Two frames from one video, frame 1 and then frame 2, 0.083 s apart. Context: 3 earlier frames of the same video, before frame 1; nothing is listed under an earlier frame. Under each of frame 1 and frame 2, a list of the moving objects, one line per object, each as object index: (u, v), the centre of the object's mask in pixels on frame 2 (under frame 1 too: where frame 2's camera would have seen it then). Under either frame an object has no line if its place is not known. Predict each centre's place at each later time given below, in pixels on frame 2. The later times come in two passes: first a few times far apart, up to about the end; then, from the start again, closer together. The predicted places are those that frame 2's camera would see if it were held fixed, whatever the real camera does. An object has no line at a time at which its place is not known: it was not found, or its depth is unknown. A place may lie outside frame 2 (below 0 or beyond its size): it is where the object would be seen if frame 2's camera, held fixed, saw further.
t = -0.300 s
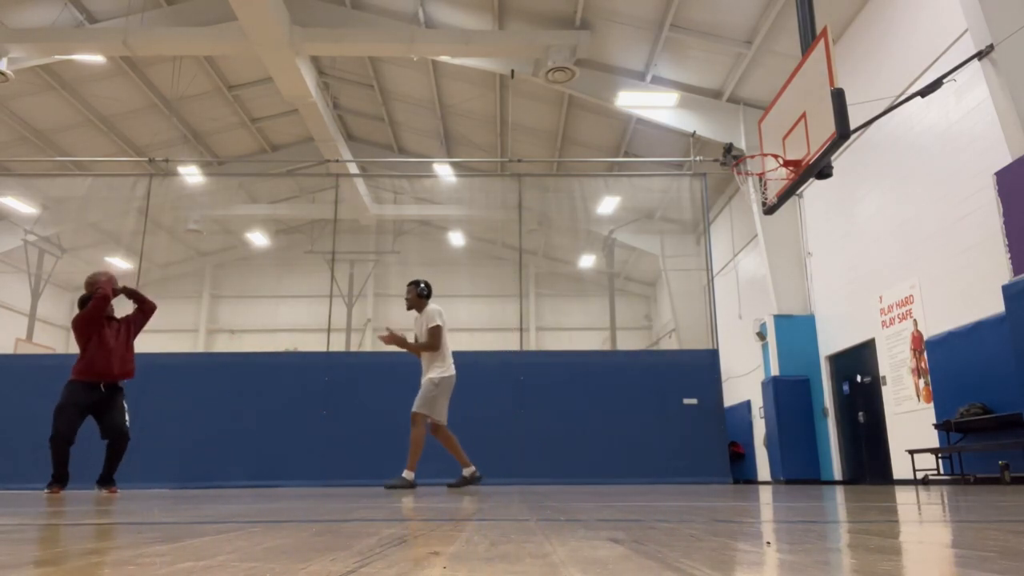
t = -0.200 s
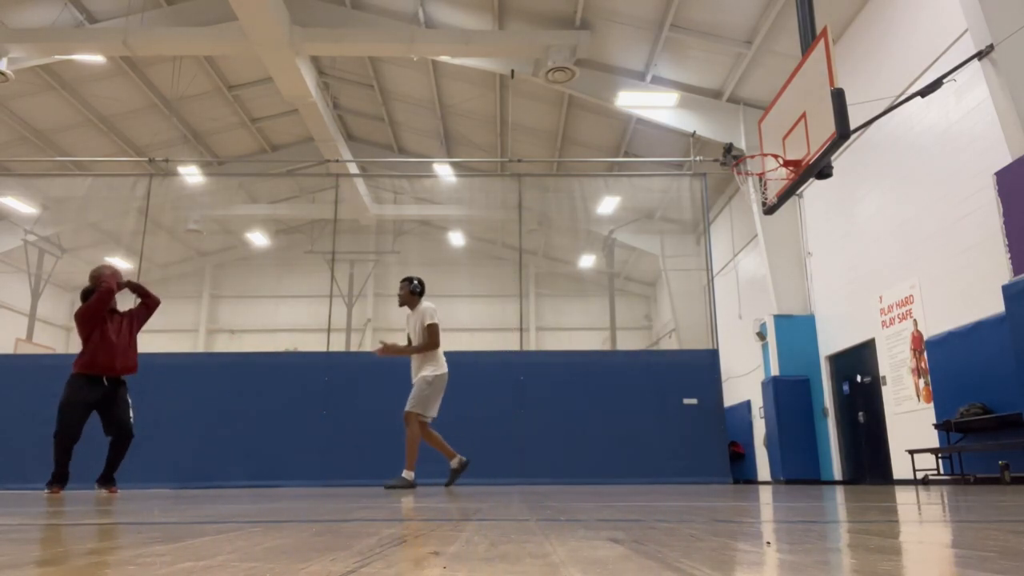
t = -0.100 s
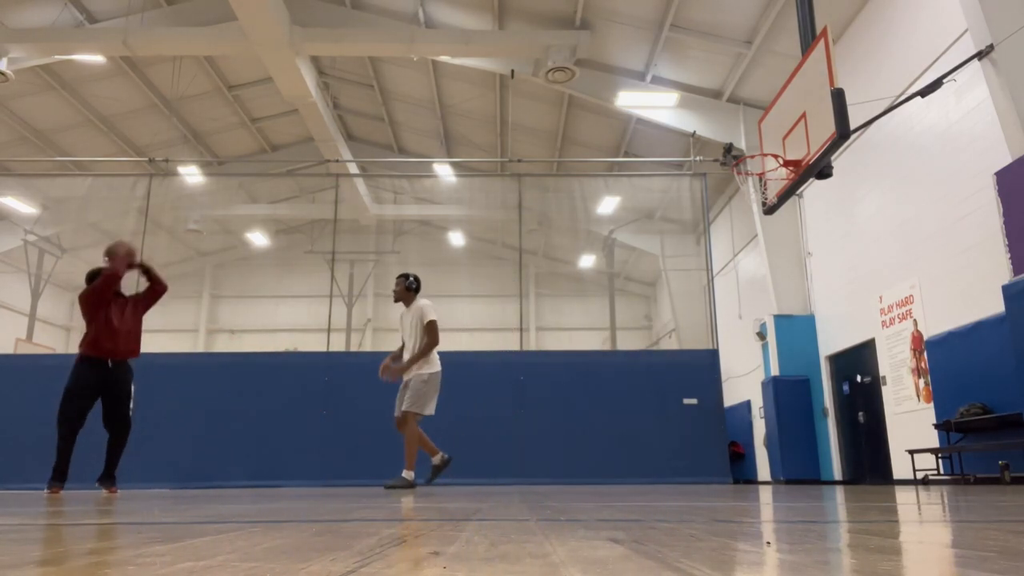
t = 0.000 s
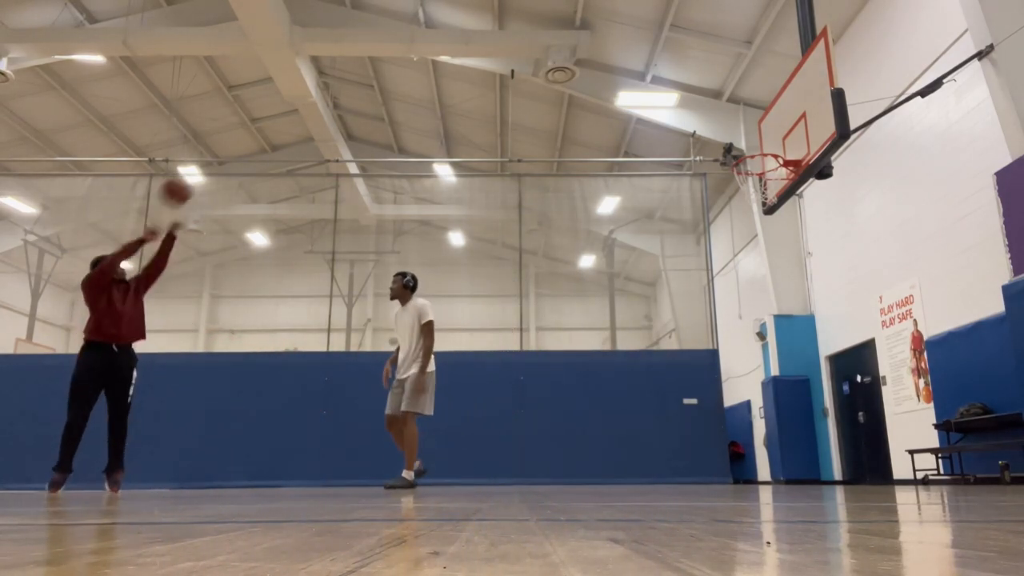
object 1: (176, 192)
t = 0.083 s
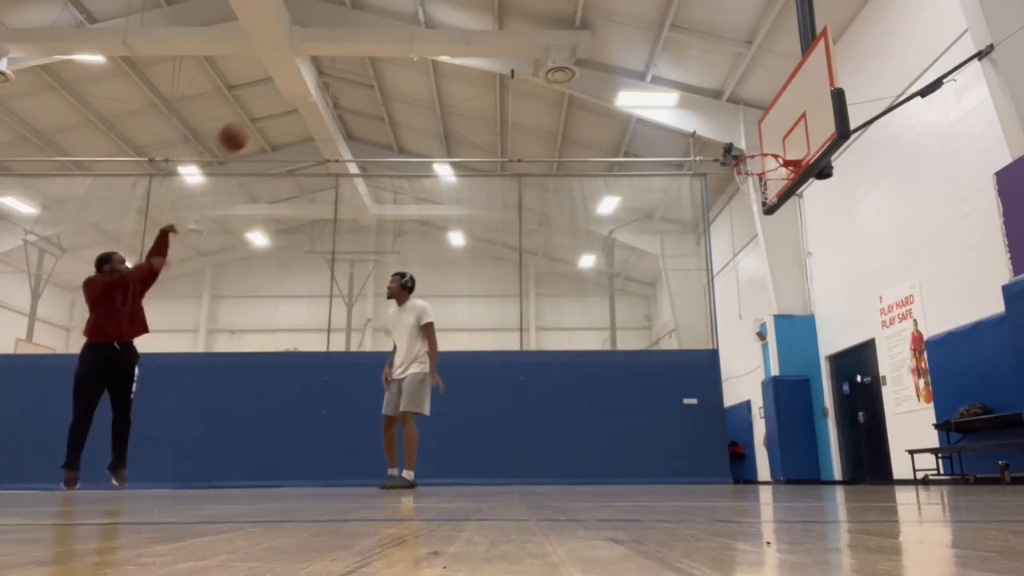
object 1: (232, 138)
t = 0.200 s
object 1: (302, 82)
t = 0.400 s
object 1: (410, 26)
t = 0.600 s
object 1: (506, 13)
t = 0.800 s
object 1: (597, 36)
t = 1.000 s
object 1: (687, 92)
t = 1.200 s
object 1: (754, 128)
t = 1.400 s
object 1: (782, 92)
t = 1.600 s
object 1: (755, 85)
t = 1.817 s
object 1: (727, 118)
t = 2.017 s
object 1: (705, 186)
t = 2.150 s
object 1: (691, 252)
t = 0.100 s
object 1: (242, 130)
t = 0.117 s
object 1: (252, 120)
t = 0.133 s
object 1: (263, 111)
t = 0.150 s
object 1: (273, 104)
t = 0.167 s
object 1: (283, 96)
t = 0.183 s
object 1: (293, 89)
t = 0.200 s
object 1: (302, 82)
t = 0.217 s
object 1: (313, 75)
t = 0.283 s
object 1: (350, 53)
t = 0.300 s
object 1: (359, 49)
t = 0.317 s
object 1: (368, 44)
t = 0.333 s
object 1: (377, 40)
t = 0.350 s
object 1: (384, 36)
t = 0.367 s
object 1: (394, 32)
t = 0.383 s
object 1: (403, 29)
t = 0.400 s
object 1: (410, 26)
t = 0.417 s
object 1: (419, 23)
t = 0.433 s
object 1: (428, 21)
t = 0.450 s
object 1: (435, 19)
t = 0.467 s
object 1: (444, 18)
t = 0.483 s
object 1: (451, 16)
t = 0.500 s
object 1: (460, 15)
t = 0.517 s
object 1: (467, 13)
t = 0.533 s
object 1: (475, 13)
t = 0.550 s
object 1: (483, 13)
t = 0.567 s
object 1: (491, 13)
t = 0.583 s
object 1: (499, 13)
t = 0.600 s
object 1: (506, 13)
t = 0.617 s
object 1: (514, 14)
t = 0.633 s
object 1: (522, 15)
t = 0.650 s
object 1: (530, 16)
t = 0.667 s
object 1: (537, 17)
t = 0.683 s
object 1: (545, 19)
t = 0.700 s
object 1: (552, 21)
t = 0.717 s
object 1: (560, 23)
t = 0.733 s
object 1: (568, 25)
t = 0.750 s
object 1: (575, 28)
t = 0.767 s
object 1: (583, 30)
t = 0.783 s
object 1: (590, 33)
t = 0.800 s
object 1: (597, 36)
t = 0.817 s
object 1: (604, 39)
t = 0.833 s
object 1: (612, 43)
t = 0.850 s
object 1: (620, 47)
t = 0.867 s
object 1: (627, 51)
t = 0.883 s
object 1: (634, 55)
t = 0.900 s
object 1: (642, 61)
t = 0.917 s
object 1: (649, 65)
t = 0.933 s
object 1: (656, 70)
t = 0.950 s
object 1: (664, 76)
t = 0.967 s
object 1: (674, 80)
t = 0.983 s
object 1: (680, 86)
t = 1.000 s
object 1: (687, 92)
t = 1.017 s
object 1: (694, 98)
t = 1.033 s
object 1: (701, 106)
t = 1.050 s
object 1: (708, 112)
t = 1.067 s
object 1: (716, 119)
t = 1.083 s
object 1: (723, 125)
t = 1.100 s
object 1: (731, 133)
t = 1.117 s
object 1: (739, 141)
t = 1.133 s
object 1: (745, 146)
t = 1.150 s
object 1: (747, 143)
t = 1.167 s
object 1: (750, 138)
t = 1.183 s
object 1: (752, 132)
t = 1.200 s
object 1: (754, 128)
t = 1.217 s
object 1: (756, 124)
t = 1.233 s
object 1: (759, 119)
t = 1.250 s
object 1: (761, 116)
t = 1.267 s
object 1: (763, 112)
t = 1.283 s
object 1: (766, 108)
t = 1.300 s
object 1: (768, 105)
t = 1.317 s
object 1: (770, 102)
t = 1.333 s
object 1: (772, 99)
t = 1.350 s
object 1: (775, 97)
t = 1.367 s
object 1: (777, 95)
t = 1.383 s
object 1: (780, 93)
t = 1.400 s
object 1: (782, 92)
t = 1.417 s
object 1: (781, 90)
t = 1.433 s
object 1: (778, 88)
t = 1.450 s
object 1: (776, 87)
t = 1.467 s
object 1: (774, 85)
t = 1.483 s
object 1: (771, 85)
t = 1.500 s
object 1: (769, 84)
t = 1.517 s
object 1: (766, 84)
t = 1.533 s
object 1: (764, 84)
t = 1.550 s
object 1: (761, 84)
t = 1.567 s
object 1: (759, 84)
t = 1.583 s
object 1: (757, 84)
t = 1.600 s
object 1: (755, 85)
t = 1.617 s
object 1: (753, 86)
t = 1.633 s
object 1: (750, 88)
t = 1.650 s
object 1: (748, 89)
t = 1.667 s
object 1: (746, 91)
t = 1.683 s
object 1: (744, 93)
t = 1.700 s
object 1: (742, 95)
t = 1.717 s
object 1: (740, 98)
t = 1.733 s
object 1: (738, 100)
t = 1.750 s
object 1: (736, 103)
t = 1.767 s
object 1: (734, 107)
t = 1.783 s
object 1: (731, 111)
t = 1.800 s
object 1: (729, 114)
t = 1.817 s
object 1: (727, 118)
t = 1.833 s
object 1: (725, 122)
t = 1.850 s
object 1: (724, 126)
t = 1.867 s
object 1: (721, 131)
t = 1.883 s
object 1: (720, 136)
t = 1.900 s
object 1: (718, 141)
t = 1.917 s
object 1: (716, 147)
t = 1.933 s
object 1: (714, 153)
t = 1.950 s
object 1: (713, 158)
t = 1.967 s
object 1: (711, 165)
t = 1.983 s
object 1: (709, 172)
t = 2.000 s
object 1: (707, 179)
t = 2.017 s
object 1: (705, 186)
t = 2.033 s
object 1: (704, 193)
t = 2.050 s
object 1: (702, 201)
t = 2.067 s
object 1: (700, 209)
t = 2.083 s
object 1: (699, 216)
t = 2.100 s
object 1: (696, 226)
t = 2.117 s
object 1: (694, 234)
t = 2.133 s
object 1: (693, 243)
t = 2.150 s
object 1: (691, 252)
